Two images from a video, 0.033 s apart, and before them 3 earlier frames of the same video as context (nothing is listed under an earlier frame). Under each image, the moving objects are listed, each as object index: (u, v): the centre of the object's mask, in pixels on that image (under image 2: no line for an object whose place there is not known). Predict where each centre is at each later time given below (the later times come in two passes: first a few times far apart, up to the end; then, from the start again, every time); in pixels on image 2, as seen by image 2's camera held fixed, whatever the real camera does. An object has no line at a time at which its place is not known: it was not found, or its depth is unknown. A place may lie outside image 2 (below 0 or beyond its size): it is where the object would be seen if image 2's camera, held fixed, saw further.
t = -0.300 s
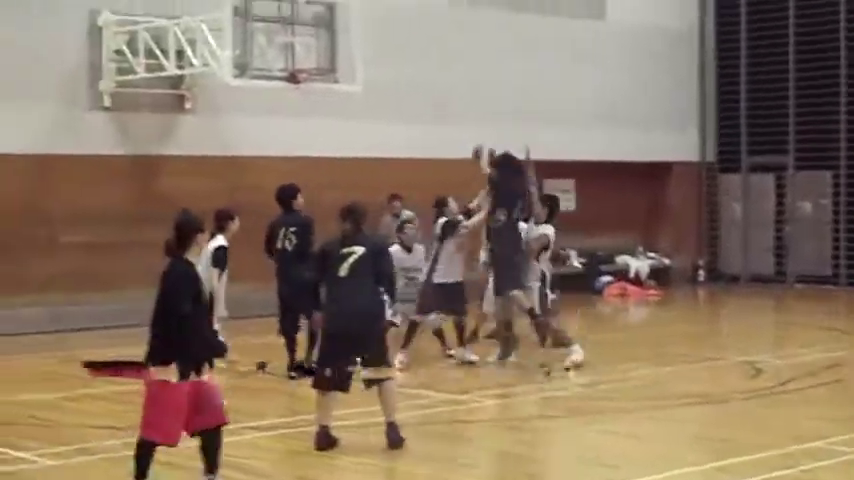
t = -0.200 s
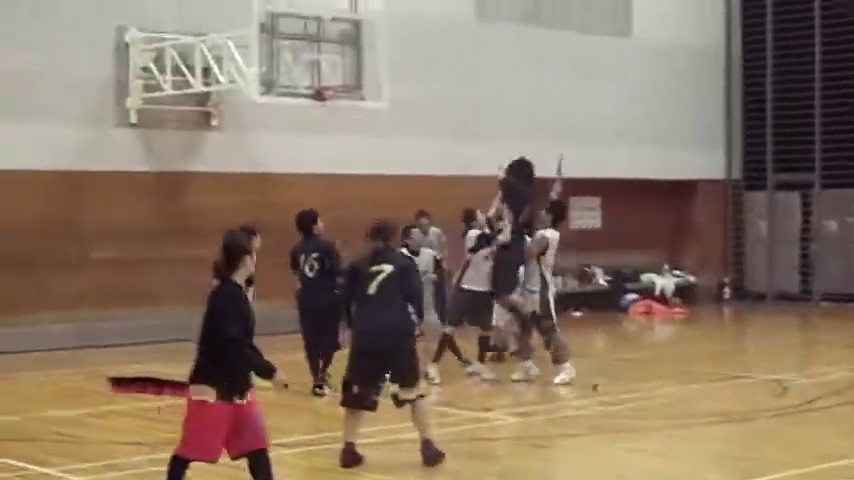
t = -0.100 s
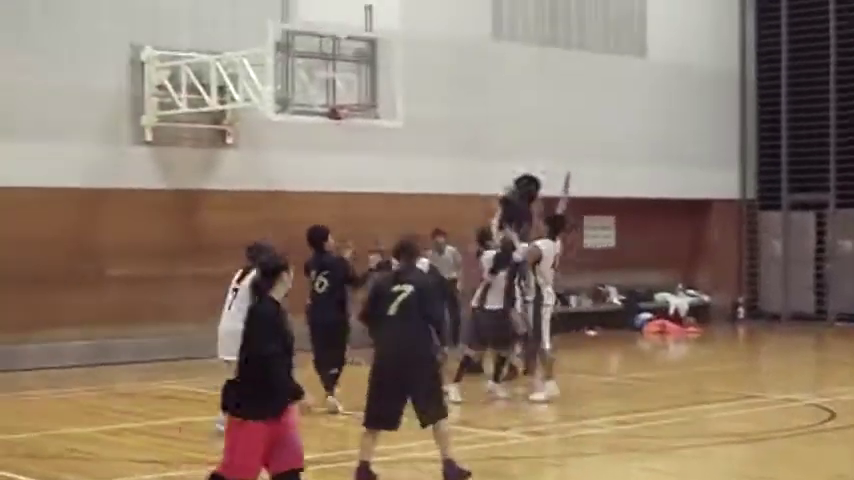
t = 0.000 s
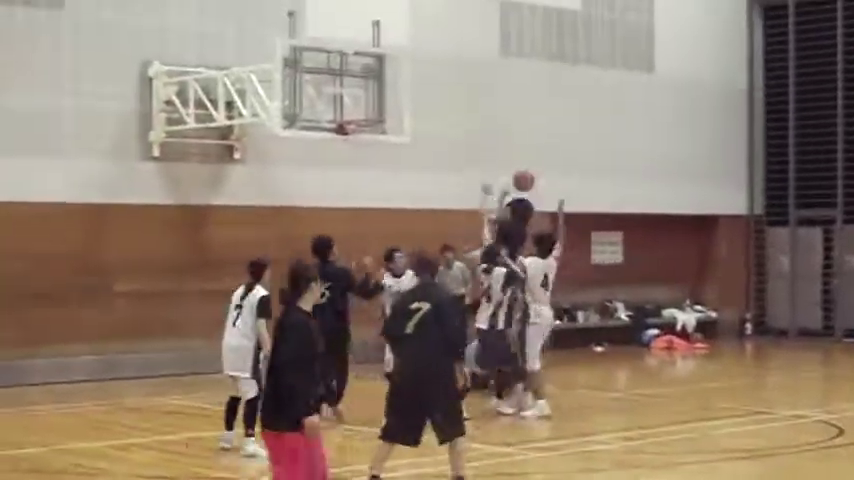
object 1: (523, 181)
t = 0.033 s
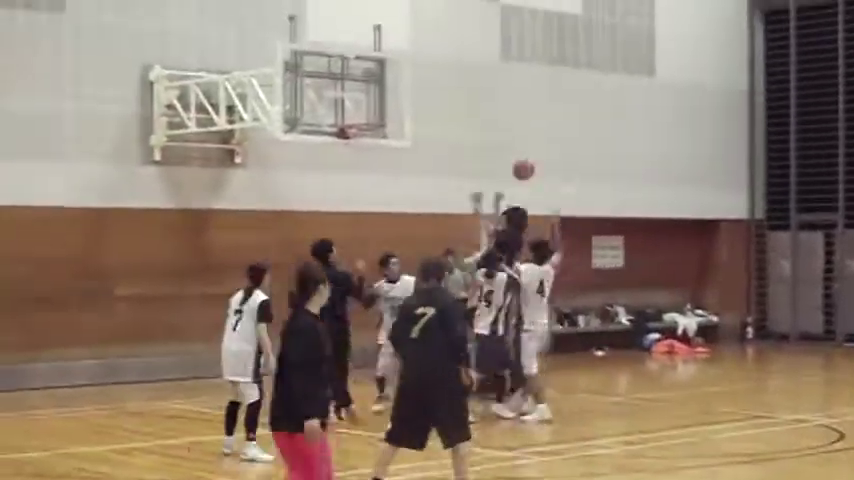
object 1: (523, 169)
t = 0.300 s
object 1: (508, 85)
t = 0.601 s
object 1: (494, 70)
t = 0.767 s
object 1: (487, 97)
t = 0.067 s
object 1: (522, 155)
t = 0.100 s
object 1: (520, 141)
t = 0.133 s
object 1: (518, 130)
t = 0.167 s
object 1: (516, 118)
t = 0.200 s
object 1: (514, 108)
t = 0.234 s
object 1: (512, 99)
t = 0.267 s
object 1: (511, 92)
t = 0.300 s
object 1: (508, 85)
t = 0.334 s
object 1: (507, 79)
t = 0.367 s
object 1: (506, 75)
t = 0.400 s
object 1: (505, 71)
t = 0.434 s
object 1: (502, 69)
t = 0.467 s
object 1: (501, 67)
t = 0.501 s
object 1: (499, 66)
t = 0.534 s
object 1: (497, 66)
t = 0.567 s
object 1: (496, 67)
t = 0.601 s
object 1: (494, 70)
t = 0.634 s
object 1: (493, 73)
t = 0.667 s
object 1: (492, 78)
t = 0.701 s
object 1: (490, 84)
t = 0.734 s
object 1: (489, 90)
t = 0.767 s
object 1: (487, 97)
